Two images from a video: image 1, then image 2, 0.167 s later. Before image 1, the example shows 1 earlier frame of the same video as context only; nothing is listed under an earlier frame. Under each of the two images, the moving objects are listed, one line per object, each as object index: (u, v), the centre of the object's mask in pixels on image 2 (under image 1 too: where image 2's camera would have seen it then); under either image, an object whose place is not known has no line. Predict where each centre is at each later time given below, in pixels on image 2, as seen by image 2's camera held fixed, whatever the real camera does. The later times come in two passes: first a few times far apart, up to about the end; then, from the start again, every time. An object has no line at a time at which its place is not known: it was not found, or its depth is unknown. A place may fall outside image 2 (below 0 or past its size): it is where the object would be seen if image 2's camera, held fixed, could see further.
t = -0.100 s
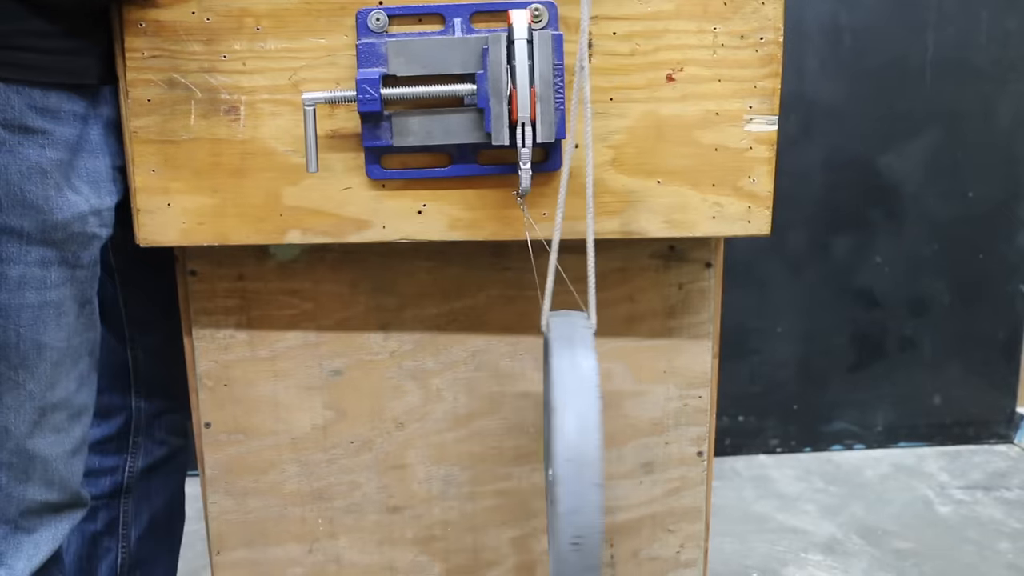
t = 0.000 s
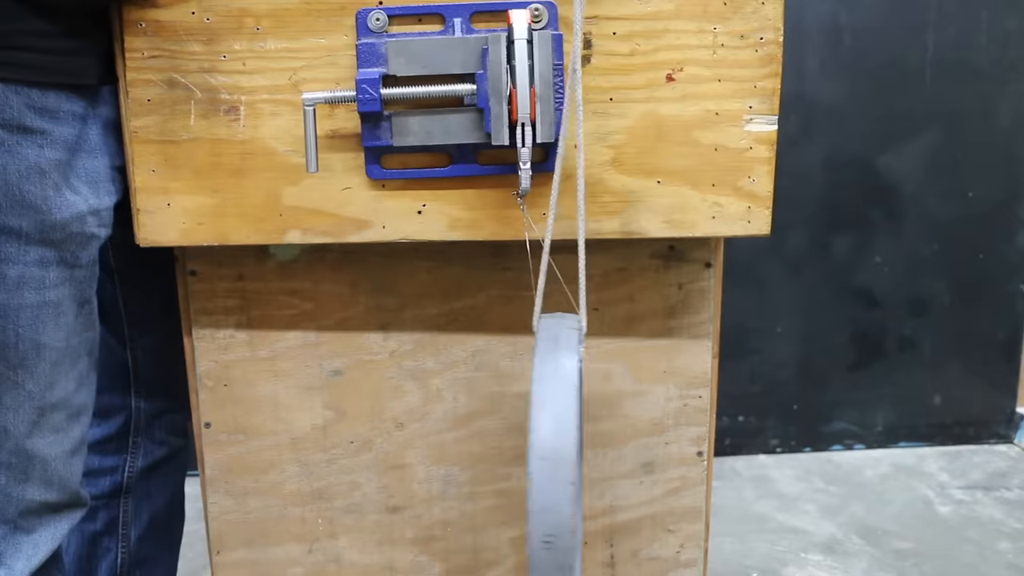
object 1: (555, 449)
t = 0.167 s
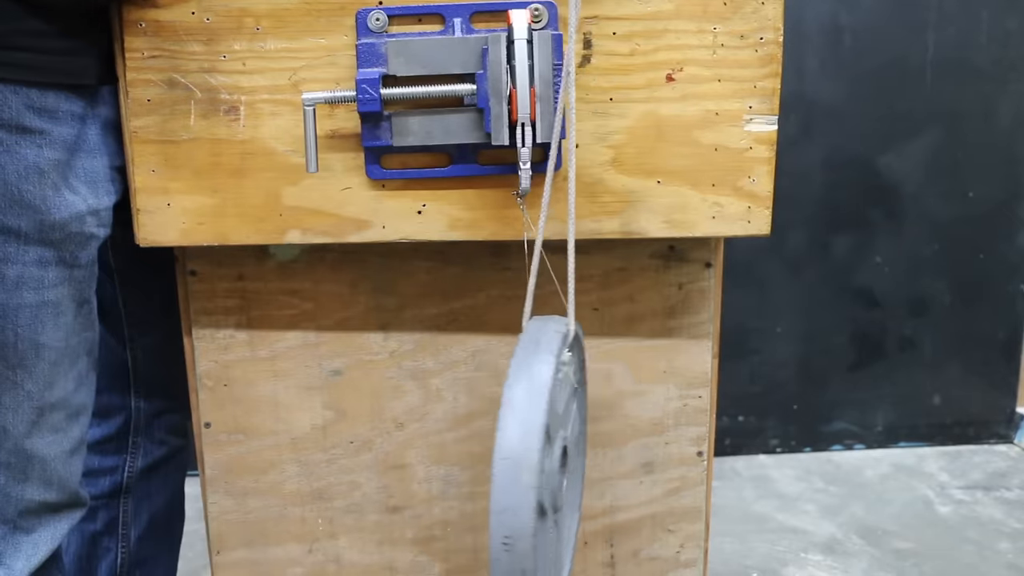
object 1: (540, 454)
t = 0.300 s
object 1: (531, 457)
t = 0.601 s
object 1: (529, 458)
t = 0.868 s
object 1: (529, 454)
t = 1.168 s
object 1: (535, 466)
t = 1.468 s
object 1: (558, 479)
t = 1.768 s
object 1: (593, 493)
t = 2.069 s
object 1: (597, 481)
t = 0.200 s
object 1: (537, 454)
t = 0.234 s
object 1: (535, 455)
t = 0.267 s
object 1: (533, 455)
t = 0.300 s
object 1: (531, 457)
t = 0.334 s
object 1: (530, 456)
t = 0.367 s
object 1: (529, 456)
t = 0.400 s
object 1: (528, 458)
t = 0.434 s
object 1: (528, 458)
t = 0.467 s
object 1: (529, 456)
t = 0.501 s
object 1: (529, 456)
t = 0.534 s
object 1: (529, 456)
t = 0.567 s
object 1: (529, 456)
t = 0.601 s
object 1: (529, 458)
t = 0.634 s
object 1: (530, 456)
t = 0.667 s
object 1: (530, 456)
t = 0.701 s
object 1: (530, 457)
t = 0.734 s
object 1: (530, 457)
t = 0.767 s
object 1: (530, 457)
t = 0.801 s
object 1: (530, 455)
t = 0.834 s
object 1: (529, 456)
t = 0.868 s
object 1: (529, 454)
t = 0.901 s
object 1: (529, 453)
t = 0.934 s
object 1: (529, 456)
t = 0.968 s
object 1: (529, 456)
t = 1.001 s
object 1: (529, 461)
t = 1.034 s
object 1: (530, 463)
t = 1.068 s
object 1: (531, 465)
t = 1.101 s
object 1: (533, 466)
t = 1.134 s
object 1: (534, 466)
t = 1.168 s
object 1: (535, 466)
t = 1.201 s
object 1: (537, 468)
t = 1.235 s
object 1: (538, 469)
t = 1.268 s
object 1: (540, 470)
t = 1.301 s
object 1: (543, 471)
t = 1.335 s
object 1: (545, 472)
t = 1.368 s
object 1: (548, 472)
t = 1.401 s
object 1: (551, 473)
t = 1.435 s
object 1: (555, 477)
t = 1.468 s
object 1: (558, 479)
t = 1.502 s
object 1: (561, 481)
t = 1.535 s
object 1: (566, 486)
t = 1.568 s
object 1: (570, 489)
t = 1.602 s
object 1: (573, 491)
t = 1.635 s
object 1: (577, 493)
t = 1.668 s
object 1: (581, 494)
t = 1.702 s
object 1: (585, 494)
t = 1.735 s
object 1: (589, 494)
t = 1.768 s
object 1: (593, 493)
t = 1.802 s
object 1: (594, 492)
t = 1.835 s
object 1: (596, 490)
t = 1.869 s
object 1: (597, 488)
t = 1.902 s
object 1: (598, 487)
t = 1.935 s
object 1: (599, 486)
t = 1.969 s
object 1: (599, 484)
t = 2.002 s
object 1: (600, 484)
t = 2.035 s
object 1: (599, 482)
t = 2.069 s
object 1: (597, 481)
